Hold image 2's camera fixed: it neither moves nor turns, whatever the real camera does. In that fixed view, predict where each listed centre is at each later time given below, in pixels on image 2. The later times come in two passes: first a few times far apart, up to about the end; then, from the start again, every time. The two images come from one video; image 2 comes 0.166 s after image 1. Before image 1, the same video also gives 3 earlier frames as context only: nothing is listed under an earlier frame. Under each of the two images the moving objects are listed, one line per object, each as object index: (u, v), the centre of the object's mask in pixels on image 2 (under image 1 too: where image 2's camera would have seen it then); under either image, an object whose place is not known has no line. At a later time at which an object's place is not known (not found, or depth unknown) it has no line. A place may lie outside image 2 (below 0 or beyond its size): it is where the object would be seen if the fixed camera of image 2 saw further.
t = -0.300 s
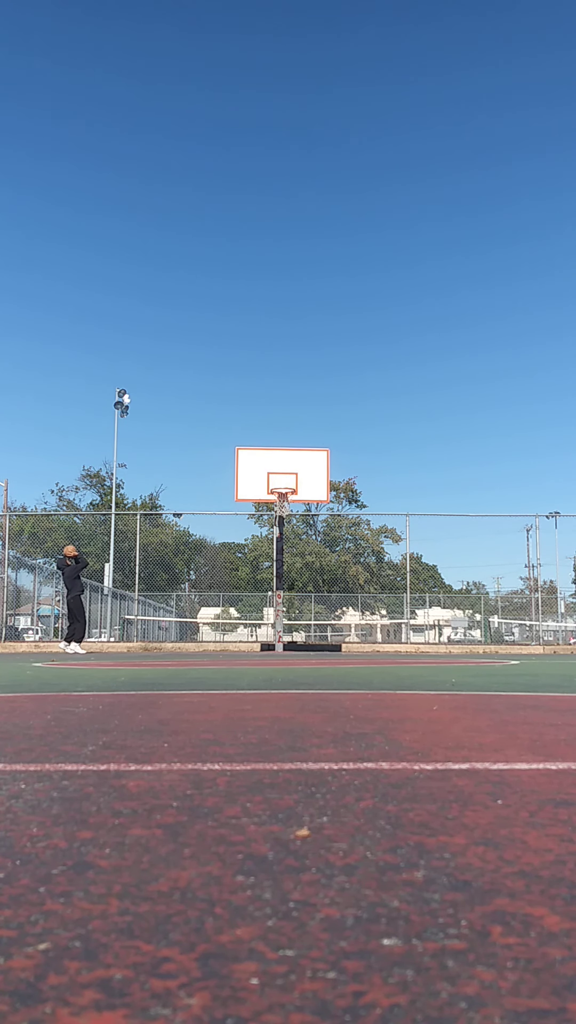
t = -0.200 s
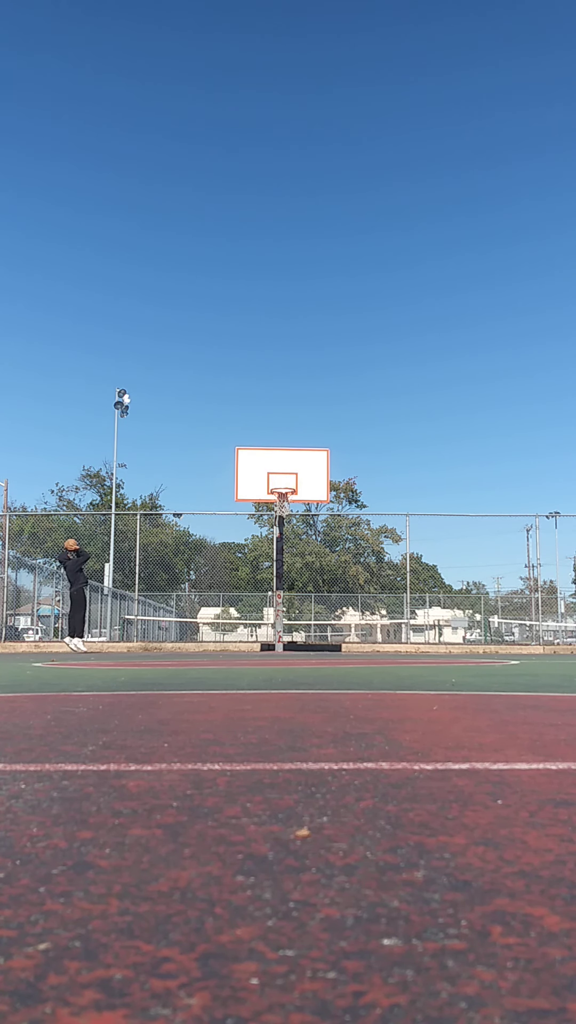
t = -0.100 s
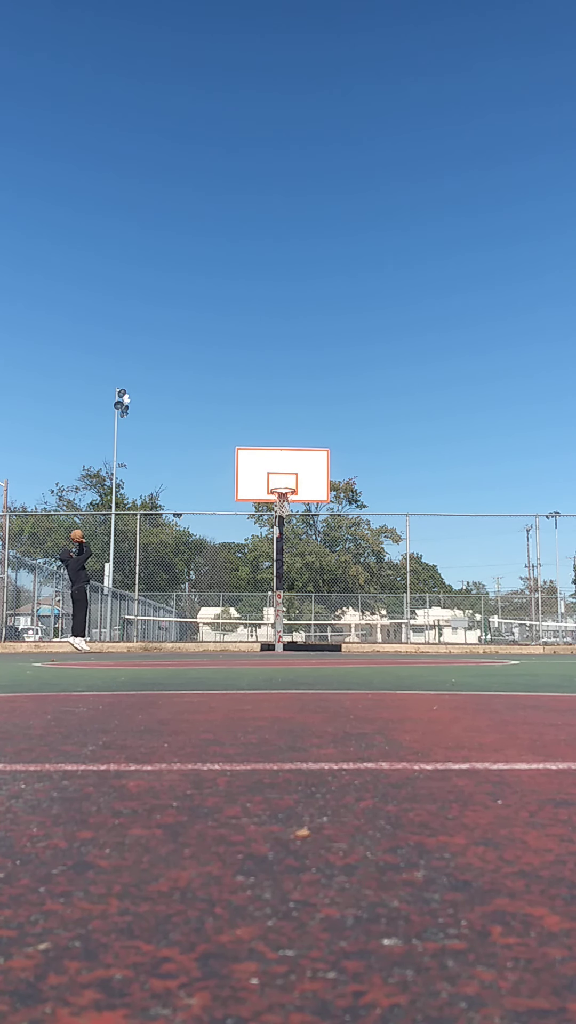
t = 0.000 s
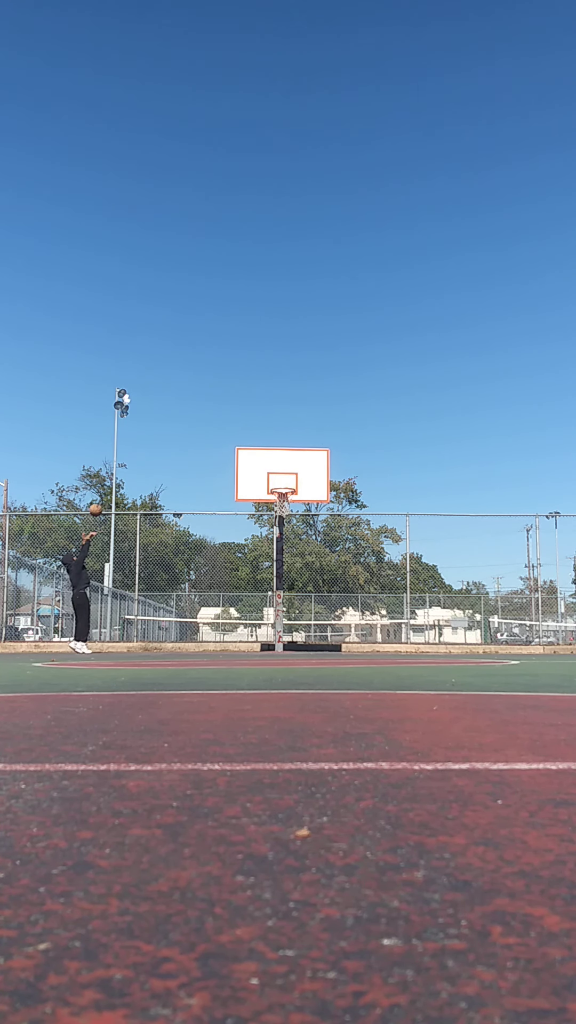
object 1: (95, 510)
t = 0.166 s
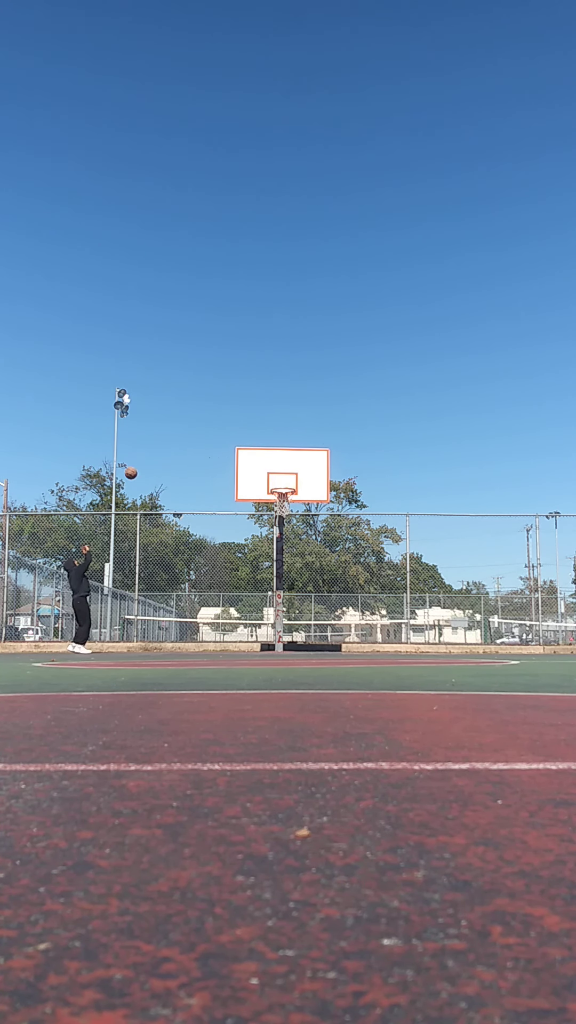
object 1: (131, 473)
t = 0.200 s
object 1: (137, 467)
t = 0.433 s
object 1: (185, 443)
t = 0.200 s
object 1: (137, 467)
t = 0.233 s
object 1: (144, 462)
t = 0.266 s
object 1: (151, 457)
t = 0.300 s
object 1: (158, 453)
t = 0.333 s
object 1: (165, 450)
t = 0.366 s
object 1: (171, 447)
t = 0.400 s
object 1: (178, 444)
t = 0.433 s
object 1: (185, 443)
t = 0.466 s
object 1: (191, 441)
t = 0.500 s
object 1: (198, 441)
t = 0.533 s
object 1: (205, 440)
